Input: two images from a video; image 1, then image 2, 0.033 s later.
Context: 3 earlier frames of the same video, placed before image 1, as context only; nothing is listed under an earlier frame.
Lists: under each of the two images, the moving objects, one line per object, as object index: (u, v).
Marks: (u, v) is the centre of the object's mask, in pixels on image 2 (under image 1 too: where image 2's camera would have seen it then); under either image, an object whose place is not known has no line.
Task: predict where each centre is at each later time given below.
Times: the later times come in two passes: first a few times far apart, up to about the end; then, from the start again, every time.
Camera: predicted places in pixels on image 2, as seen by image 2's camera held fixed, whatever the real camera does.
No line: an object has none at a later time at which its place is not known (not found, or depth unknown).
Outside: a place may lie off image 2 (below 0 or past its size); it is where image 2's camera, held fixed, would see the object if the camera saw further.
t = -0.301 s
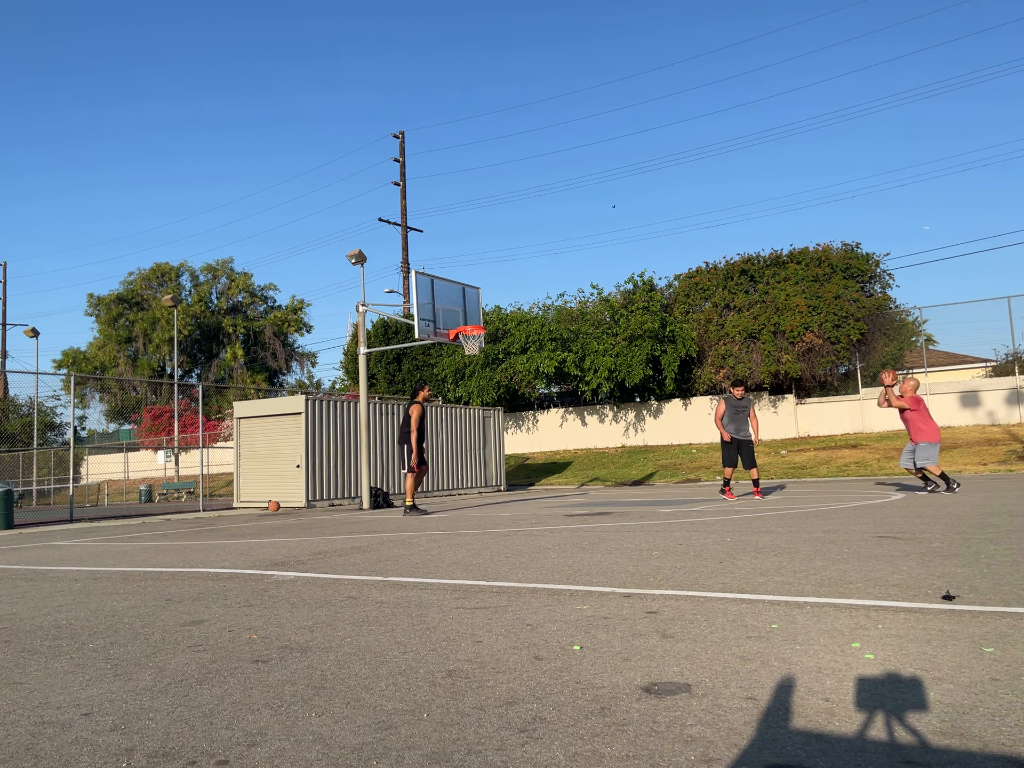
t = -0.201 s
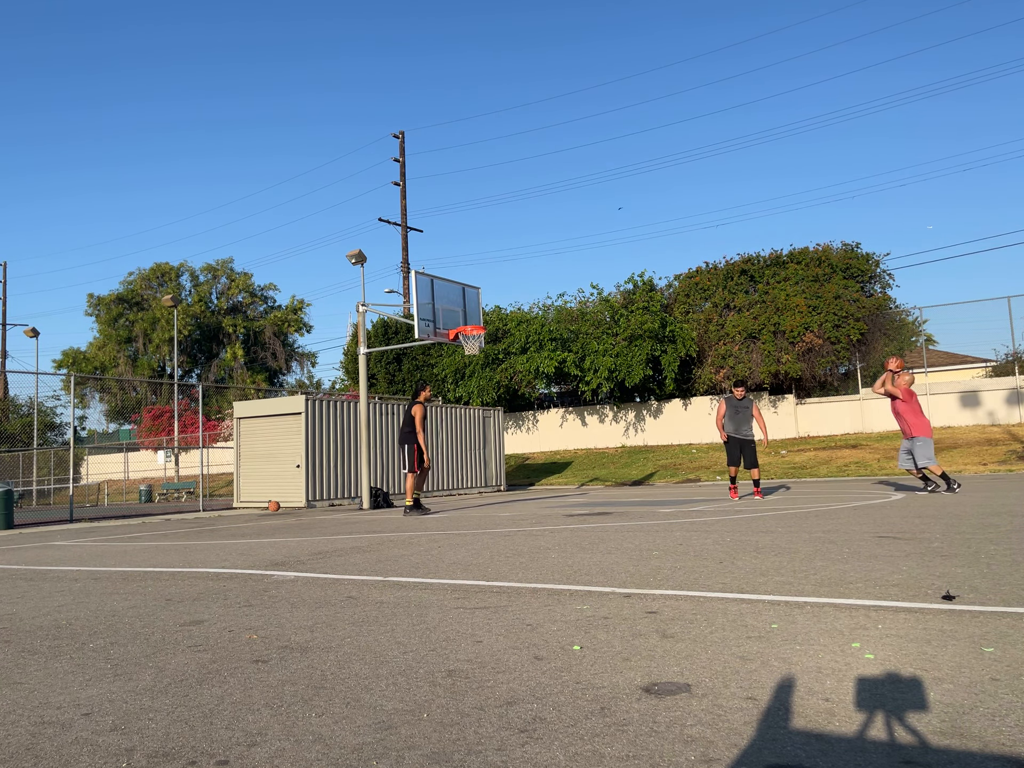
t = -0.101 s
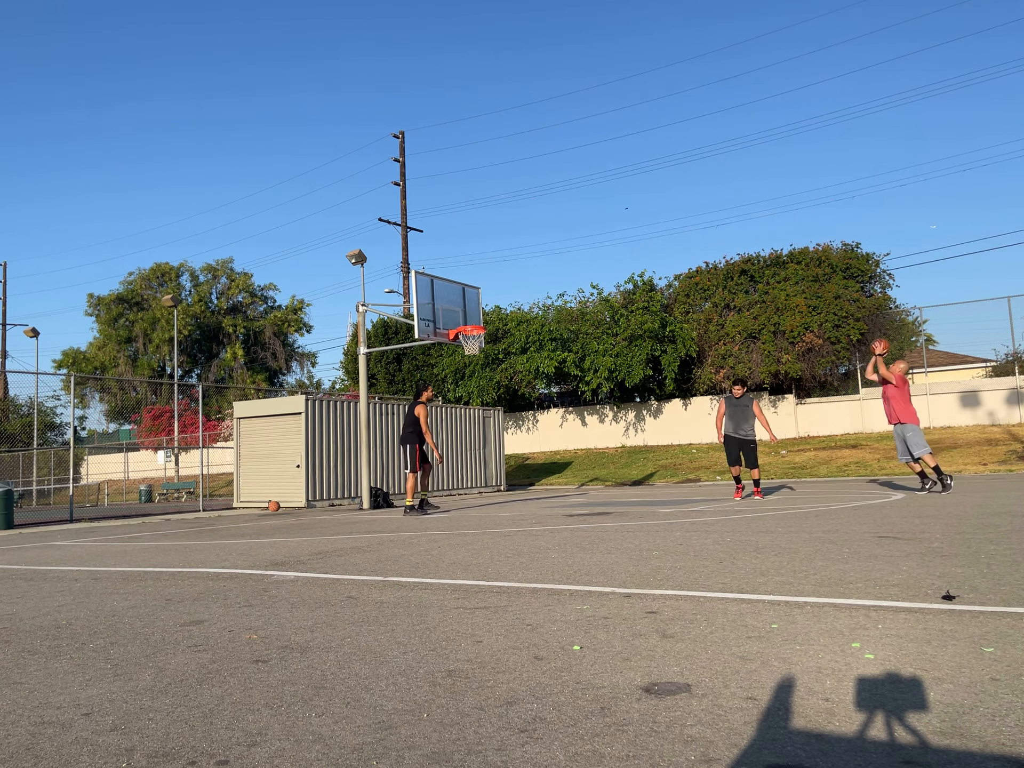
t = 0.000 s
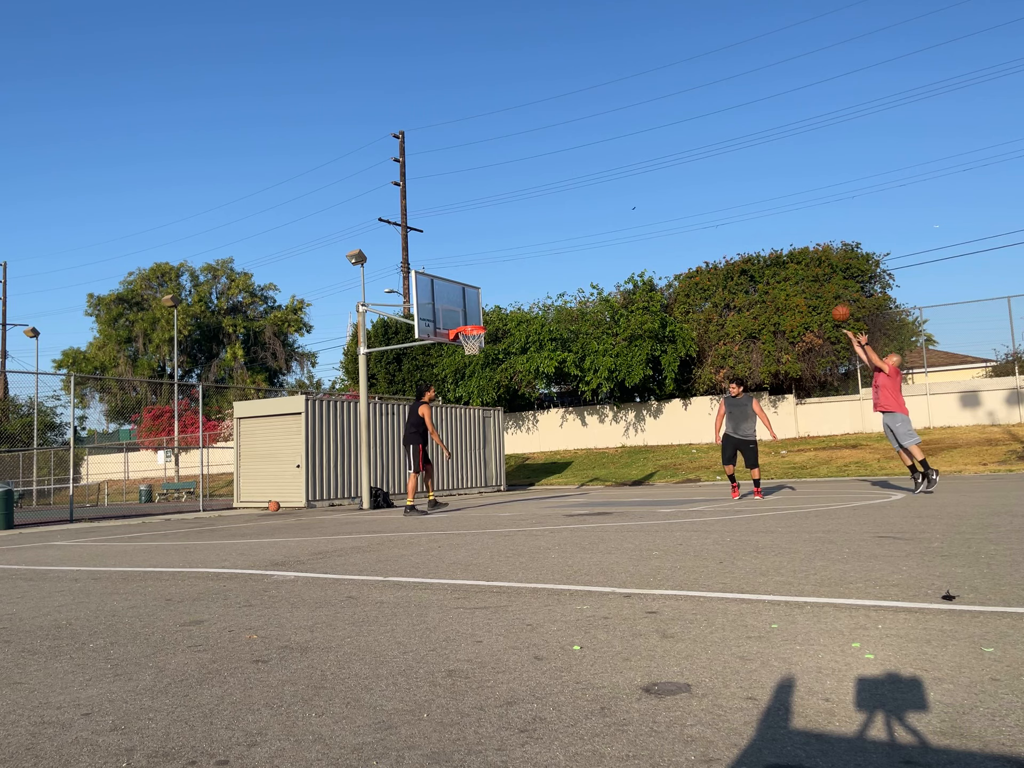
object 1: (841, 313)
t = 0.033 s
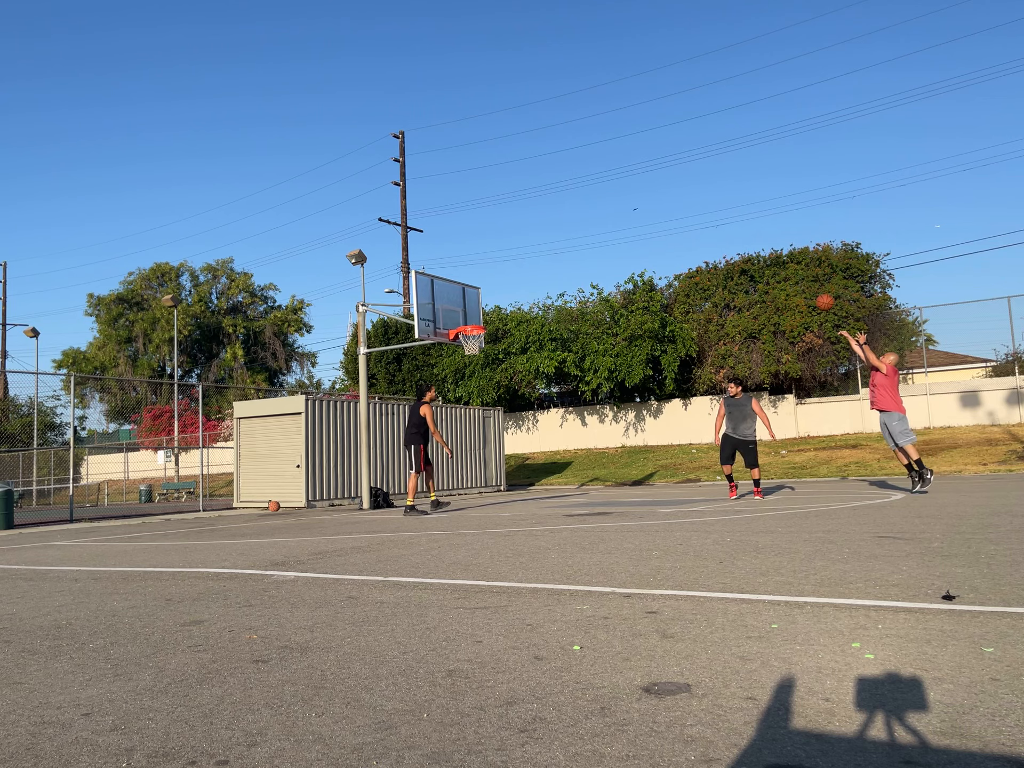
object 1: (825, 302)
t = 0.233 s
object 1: (735, 255)
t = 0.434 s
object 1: (656, 237)
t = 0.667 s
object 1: (573, 248)
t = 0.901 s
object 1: (499, 289)
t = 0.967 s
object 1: (479, 306)
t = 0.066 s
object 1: (809, 292)
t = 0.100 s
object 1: (793, 283)
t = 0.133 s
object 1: (778, 274)
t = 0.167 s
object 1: (763, 267)
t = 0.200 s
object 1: (749, 261)
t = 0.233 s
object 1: (735, 255)
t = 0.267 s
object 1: (721, 250)
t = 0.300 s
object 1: (707, 246)
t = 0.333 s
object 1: (694, 243)
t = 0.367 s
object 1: (681, 240)
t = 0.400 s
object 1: (668, 238)
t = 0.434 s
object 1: (656, 237)
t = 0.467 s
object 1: (643, 236)
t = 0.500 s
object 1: (631, 237)
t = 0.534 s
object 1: (619, 238)
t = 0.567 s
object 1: (607, 239)
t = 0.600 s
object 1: (596, 241)
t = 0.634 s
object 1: (584, 244)
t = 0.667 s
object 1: (573, 248)
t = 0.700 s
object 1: (562, 252)
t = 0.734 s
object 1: (551, 257)
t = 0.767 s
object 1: (540, 262)
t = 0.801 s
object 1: (530, 268)
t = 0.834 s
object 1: (519, 274)
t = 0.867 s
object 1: (509, 281)
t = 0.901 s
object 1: (499, 289)
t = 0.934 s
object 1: (489, 297)
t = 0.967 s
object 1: (479, 306)
